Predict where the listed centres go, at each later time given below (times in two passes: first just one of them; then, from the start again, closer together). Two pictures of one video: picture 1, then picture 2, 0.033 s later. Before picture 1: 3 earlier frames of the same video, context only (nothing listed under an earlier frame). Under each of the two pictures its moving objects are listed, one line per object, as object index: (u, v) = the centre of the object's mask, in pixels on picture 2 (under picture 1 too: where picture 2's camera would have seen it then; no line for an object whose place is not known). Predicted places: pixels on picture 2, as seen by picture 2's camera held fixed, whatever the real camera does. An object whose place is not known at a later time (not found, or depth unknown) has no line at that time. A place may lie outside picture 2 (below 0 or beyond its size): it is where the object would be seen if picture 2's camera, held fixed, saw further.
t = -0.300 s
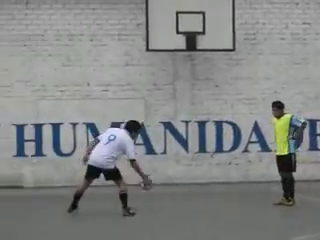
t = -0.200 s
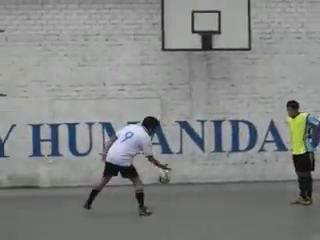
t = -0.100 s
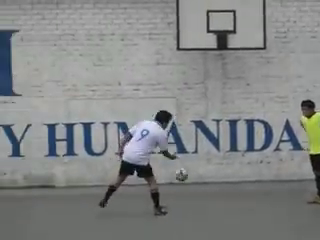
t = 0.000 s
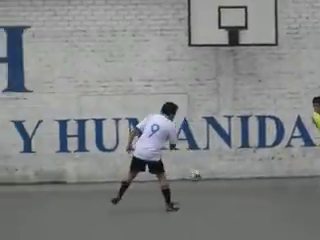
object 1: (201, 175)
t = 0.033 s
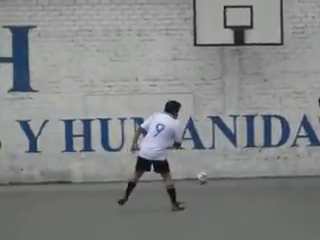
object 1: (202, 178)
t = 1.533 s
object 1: (221, 180)
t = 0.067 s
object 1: (202, 182)
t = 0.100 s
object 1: (204, 185)
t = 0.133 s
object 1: (204, 190)
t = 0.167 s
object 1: (204, 193)
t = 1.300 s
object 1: (218, 182)
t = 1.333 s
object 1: (217, 182)
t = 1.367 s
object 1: (219, 181)
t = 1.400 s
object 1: (219, 181)
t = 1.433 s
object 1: (220, 181)
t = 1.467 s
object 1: (220, 180)
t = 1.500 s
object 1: (221, 180)
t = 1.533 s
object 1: (221, 180)
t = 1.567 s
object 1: (220, 179)
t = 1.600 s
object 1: (221, 179)
